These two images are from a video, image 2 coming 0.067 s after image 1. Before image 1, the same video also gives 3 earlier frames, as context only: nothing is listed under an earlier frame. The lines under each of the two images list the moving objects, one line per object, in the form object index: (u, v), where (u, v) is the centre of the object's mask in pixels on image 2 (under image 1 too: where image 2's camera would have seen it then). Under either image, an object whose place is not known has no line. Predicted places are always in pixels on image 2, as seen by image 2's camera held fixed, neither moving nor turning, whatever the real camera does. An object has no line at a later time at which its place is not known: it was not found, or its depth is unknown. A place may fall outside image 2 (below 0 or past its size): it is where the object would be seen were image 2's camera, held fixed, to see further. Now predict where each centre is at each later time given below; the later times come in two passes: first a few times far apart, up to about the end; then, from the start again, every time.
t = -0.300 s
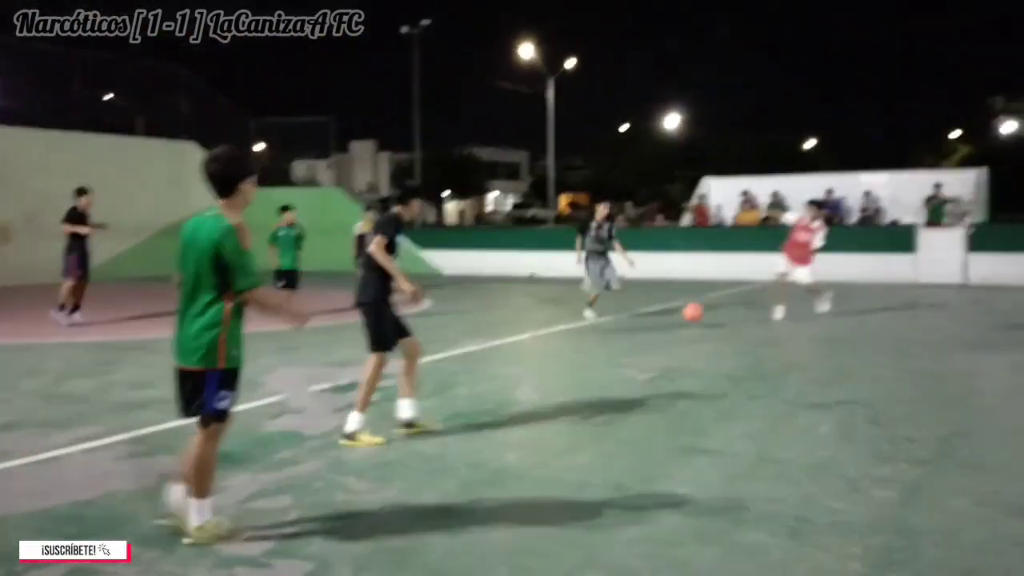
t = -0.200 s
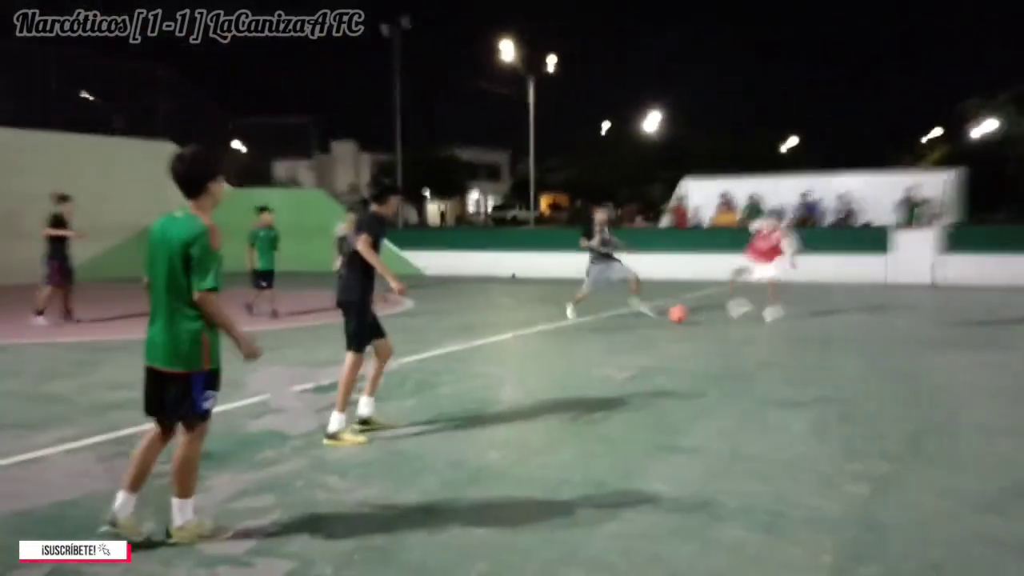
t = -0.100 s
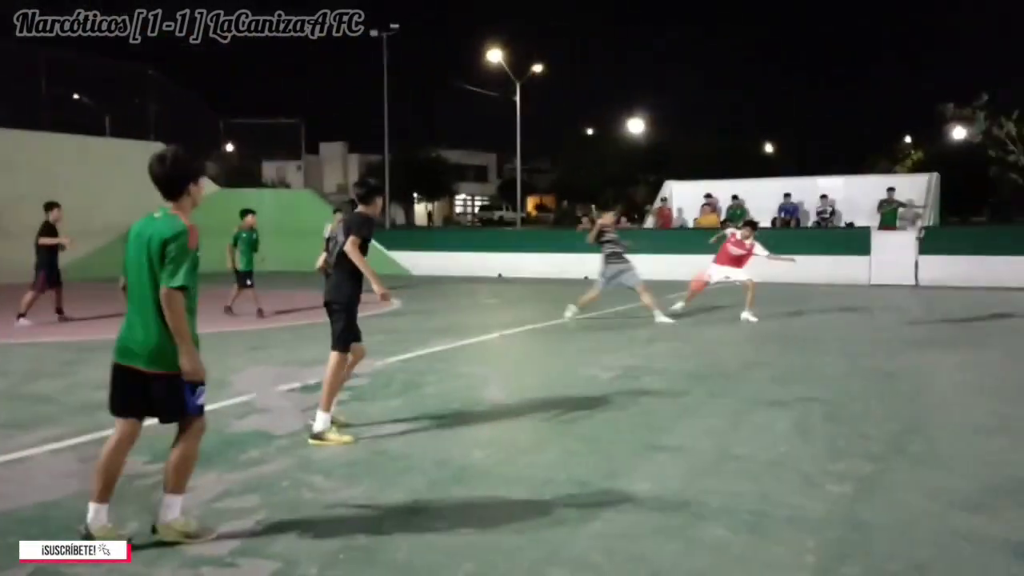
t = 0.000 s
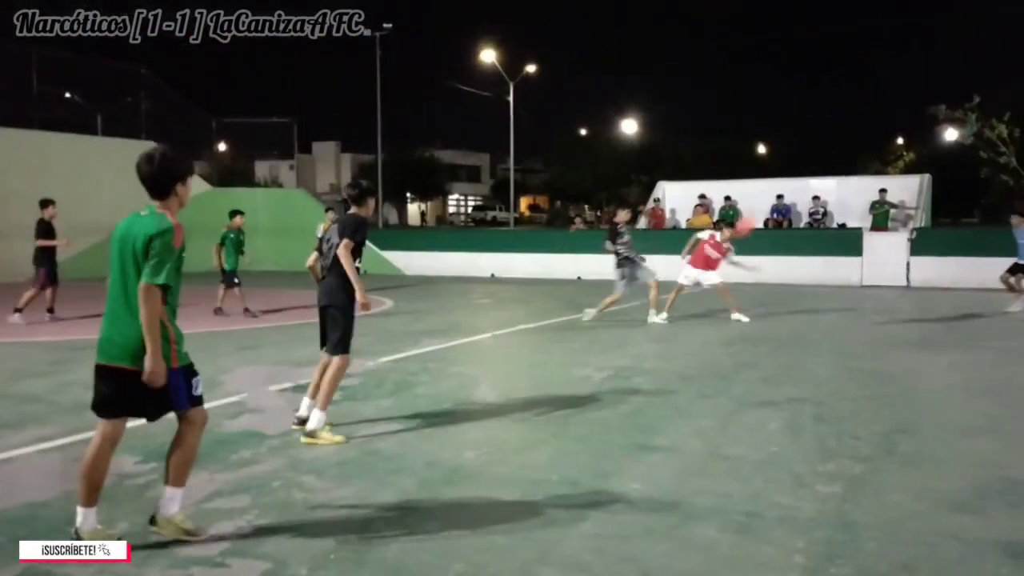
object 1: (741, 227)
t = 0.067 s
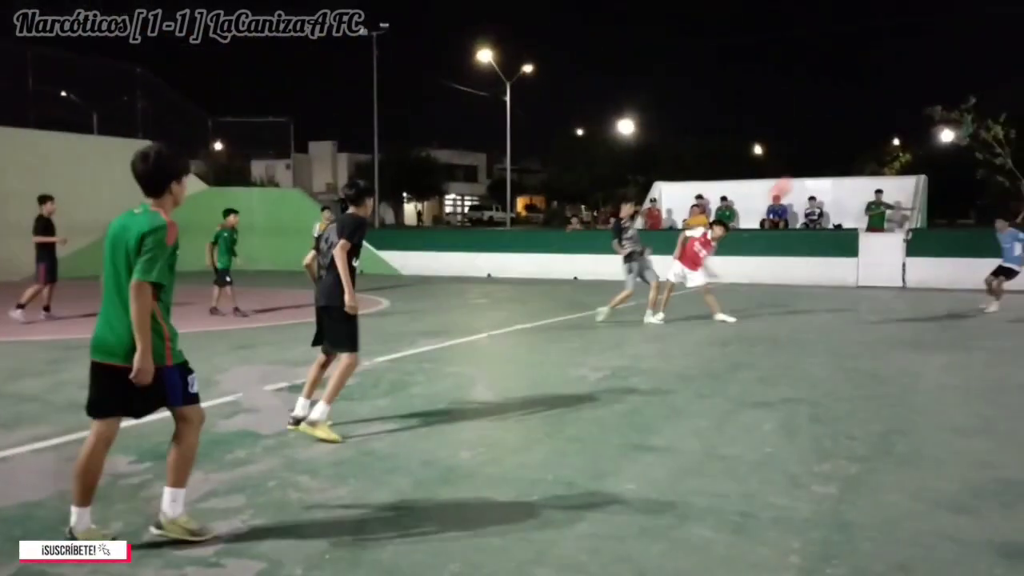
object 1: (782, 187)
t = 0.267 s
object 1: (898, 97)
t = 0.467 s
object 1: (1019, 34)
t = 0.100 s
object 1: (800, 171)
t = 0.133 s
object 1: (818, 157)
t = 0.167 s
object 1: (838, 140)
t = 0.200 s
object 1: (858, 125)
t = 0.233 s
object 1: (878, 111)
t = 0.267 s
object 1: (898, 97)
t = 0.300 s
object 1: (918, 85)
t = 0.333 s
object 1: (938, 73)
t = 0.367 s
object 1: (958, 61)
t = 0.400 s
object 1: (978, 51)
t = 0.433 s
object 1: (999, 42)
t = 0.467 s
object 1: (1019, 34)
